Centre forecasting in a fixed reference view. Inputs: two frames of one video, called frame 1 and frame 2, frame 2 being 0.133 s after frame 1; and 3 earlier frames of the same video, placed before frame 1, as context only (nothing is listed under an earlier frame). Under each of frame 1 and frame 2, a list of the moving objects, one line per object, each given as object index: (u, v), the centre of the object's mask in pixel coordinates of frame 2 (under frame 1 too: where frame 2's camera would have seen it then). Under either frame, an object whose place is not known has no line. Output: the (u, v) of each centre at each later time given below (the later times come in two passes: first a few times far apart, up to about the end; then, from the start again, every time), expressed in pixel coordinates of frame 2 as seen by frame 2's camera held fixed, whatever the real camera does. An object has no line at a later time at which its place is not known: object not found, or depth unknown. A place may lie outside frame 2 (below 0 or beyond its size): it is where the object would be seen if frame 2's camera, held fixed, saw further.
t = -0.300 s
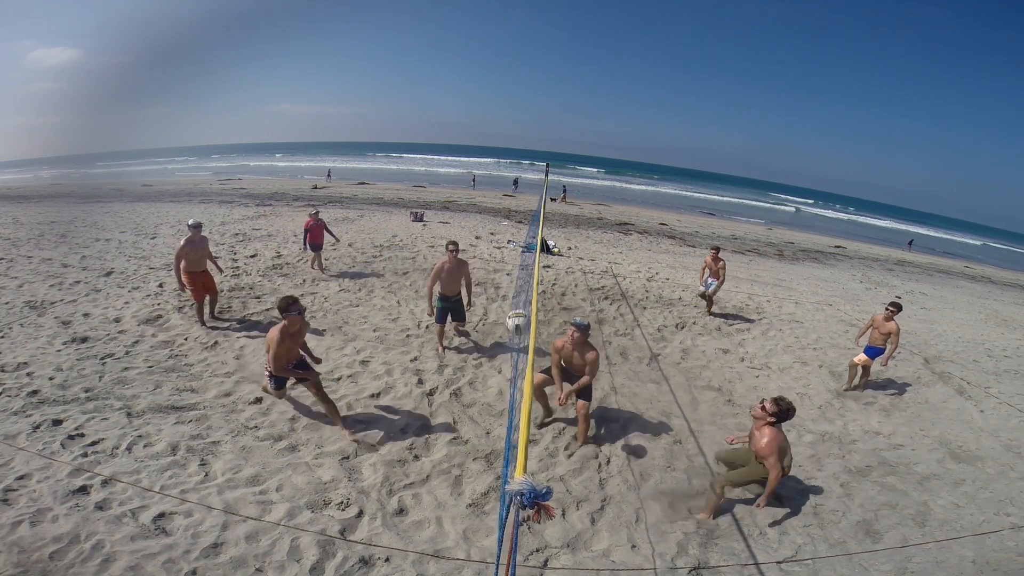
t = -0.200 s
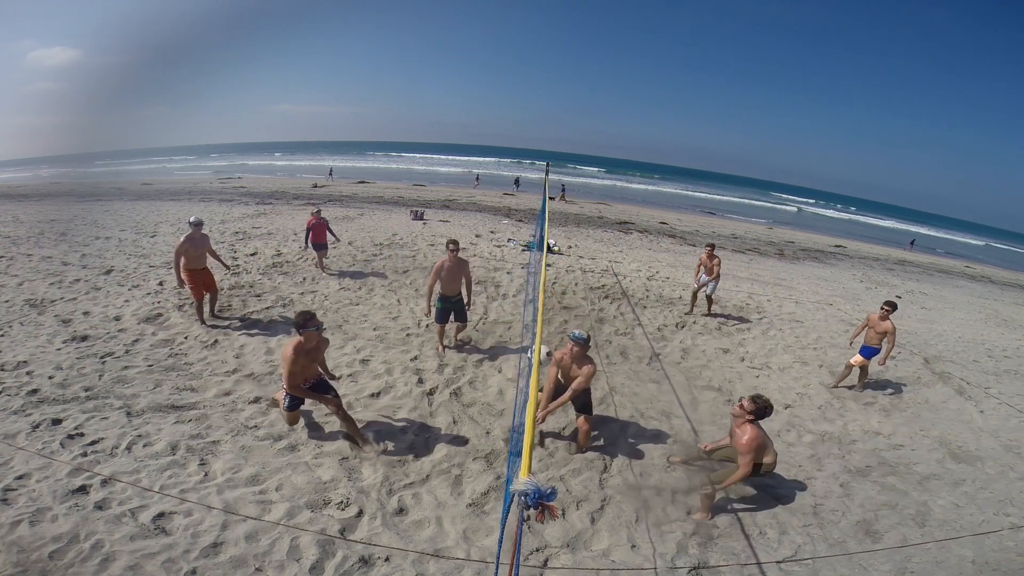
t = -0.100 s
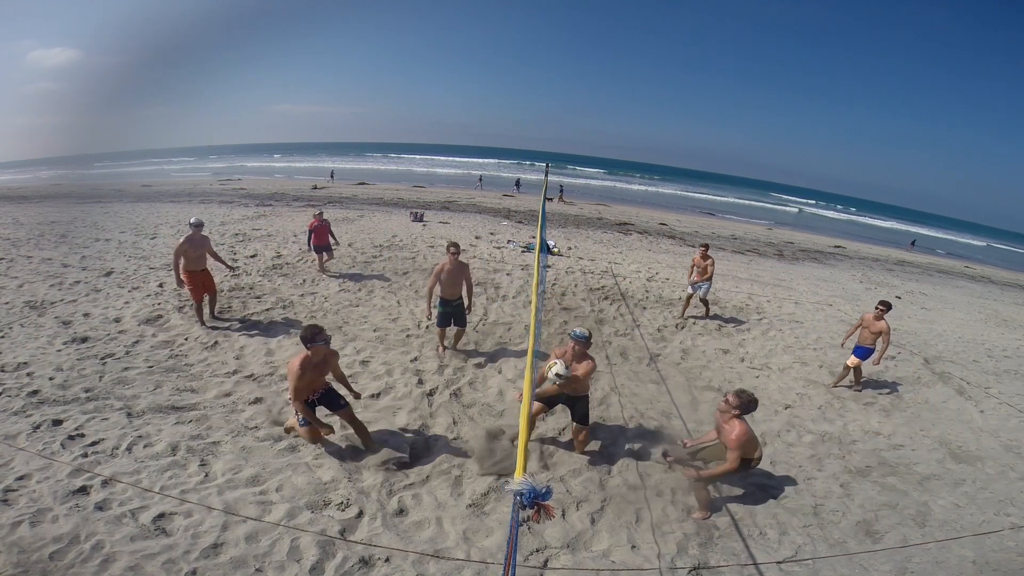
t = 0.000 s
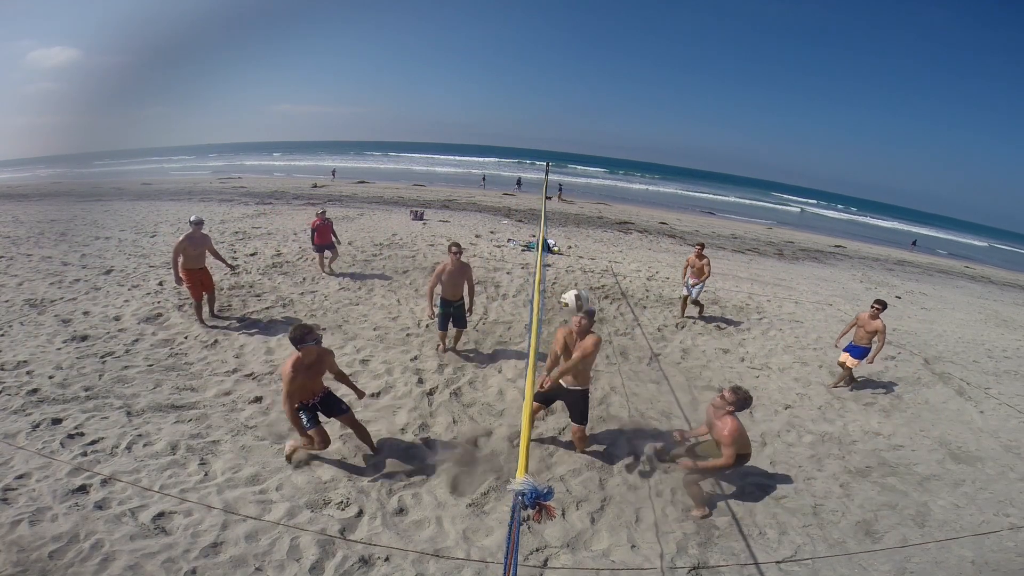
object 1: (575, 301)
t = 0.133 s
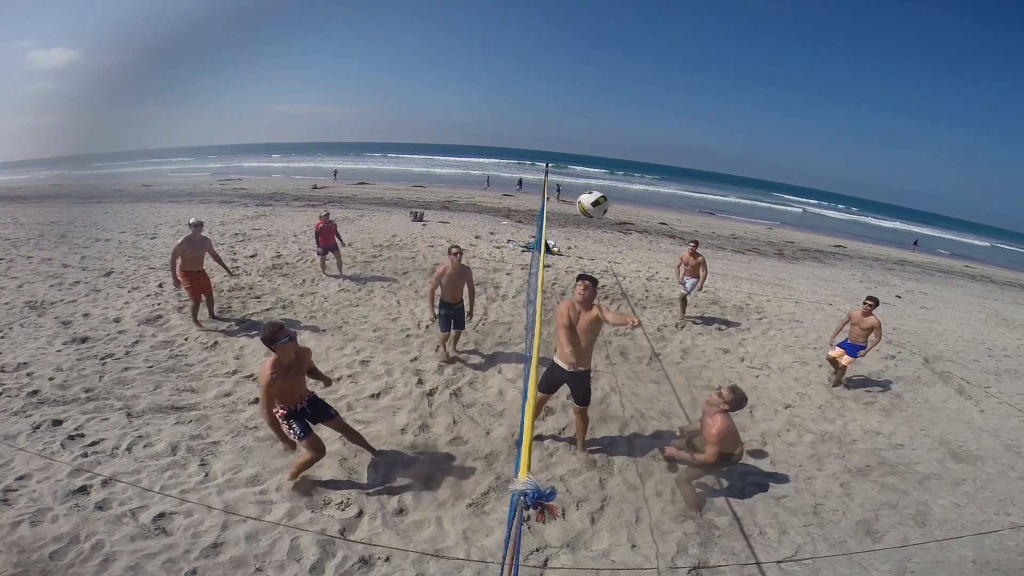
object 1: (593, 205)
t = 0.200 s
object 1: (602, 161)
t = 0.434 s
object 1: (620, 50)
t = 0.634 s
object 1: (624, 11)
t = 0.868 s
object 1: (621, 23)
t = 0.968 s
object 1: (616, 50)
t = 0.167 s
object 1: (597, 182)
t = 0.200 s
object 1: (602, 161)
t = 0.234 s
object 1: (605, 141)
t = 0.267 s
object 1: (609, 122)
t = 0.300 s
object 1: (611, 105)
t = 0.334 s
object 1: (613, 89)
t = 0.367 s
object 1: (615, 74)
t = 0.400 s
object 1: (617, 61)
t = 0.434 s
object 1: (620, 50)
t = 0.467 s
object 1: (621, 40)
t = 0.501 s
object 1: (622, 31)
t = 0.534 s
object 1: (622, 24)
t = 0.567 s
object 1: (622, 18)
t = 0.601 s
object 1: (623, 13)
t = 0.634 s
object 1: (624, 11)
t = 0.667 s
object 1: (624, 10)
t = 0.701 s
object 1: (625, 10)
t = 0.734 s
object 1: (624, 10)
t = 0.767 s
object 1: (623, 11)
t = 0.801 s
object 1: (622, 12)
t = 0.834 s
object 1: (622, 16)
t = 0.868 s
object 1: (621, 23)
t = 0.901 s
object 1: (620, 30)
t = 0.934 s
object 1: (618, 39)
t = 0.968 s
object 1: (616, 50)
